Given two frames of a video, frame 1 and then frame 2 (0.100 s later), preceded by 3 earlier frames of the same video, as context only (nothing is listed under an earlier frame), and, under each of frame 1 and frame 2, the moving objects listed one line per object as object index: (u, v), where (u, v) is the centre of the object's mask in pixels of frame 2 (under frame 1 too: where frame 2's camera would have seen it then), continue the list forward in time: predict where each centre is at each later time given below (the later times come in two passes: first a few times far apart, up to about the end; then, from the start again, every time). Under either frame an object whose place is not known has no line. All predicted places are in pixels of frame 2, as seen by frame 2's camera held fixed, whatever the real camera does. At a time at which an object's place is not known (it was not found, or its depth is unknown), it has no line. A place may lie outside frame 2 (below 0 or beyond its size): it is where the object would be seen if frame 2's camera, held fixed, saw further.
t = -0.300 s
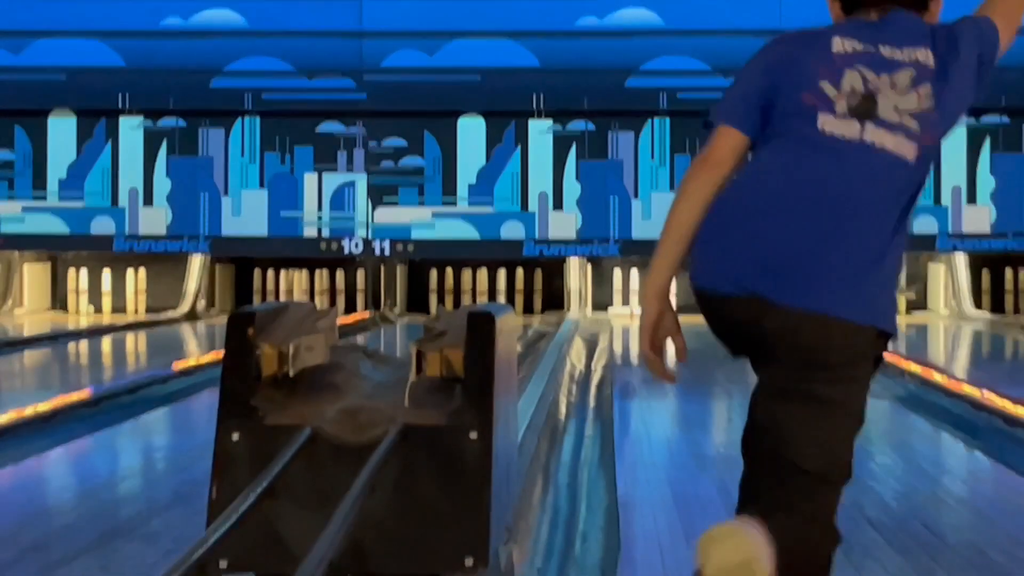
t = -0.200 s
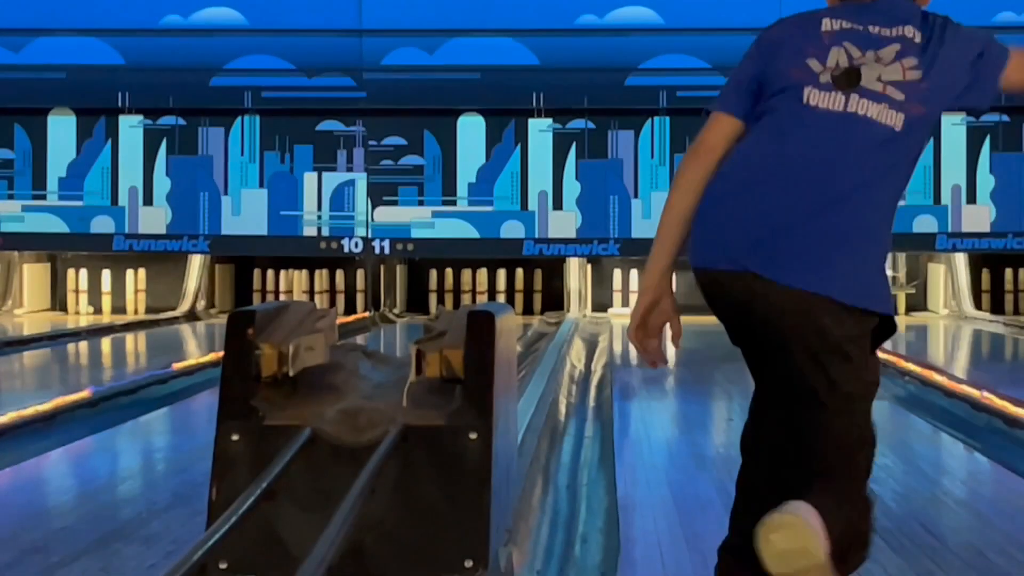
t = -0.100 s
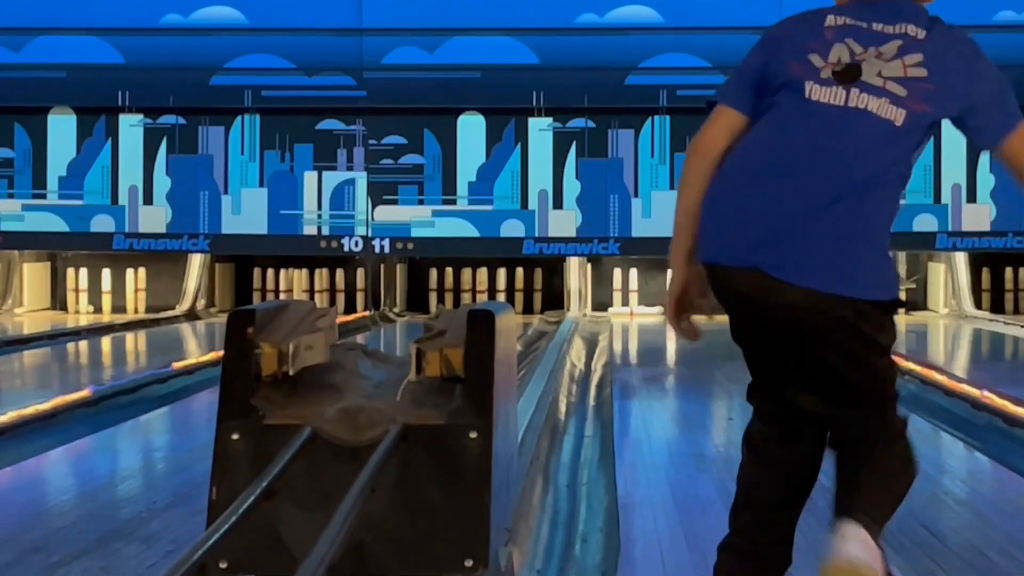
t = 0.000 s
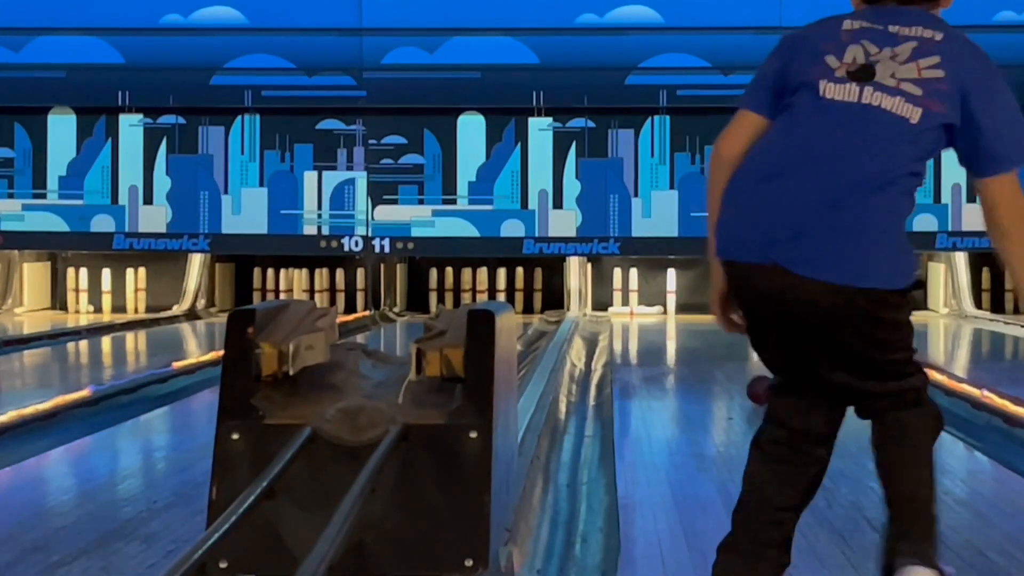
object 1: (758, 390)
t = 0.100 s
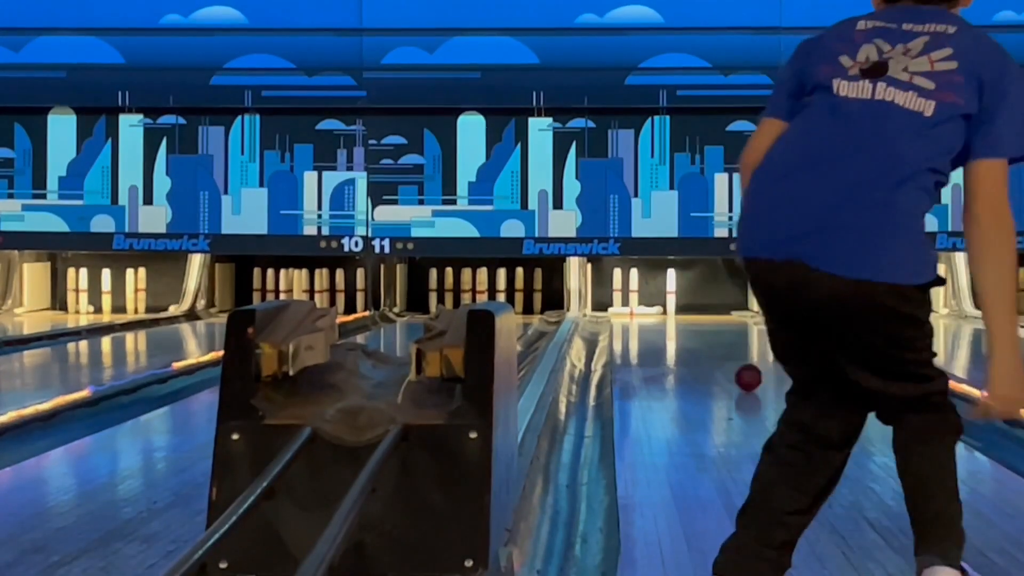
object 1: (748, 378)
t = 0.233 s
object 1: (734, 365)
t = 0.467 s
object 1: (712, 347)
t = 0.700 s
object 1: (694, 334)
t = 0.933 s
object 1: (680, 326)
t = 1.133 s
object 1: (669, 319)
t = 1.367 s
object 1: (659, 313)
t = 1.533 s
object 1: (653, 310)
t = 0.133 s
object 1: (745, 374)
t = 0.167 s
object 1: (741, 371)
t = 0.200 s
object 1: (737, 368)
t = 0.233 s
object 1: (734, 365)
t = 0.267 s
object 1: (730, 362)
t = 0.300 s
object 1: (727, 359)
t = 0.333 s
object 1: (724, 356)
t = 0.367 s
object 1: (721, 354)
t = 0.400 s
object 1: (718, 351)
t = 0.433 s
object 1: (715, 349)
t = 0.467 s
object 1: (712, 347)
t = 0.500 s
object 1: (709, 345)
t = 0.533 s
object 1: (707, 343)
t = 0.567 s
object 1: (704, 341)
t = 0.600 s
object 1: (702, 339)
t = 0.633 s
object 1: (699, 337)
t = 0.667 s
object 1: (696, 336)
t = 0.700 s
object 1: (694, 334)
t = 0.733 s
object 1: (692, 333)
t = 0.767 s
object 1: (689, 331)
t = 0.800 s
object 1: (687, 330)
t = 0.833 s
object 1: (685, 329)
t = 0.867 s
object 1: (684, 327)
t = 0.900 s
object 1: (682, 327)
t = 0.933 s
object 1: (680, 326)
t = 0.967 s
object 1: (678, 324)
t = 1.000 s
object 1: (676, 323)
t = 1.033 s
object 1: (674, 322)
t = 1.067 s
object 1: (672, 321)
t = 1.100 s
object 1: (670, 320)
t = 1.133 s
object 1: (669, 319)
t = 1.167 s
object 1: (667, 318)
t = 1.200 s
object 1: (666, 317)
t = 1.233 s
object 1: (664, 316)
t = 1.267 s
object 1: (663, 316)
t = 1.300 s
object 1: (662, 315)
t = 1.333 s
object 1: (660, 314)
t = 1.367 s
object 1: (659, 313)
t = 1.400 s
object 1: (658, 312)
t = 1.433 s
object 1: (656, 311)
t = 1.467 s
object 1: (655, 311)
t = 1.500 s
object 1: (654, 310)
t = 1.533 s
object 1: (653, 310)
